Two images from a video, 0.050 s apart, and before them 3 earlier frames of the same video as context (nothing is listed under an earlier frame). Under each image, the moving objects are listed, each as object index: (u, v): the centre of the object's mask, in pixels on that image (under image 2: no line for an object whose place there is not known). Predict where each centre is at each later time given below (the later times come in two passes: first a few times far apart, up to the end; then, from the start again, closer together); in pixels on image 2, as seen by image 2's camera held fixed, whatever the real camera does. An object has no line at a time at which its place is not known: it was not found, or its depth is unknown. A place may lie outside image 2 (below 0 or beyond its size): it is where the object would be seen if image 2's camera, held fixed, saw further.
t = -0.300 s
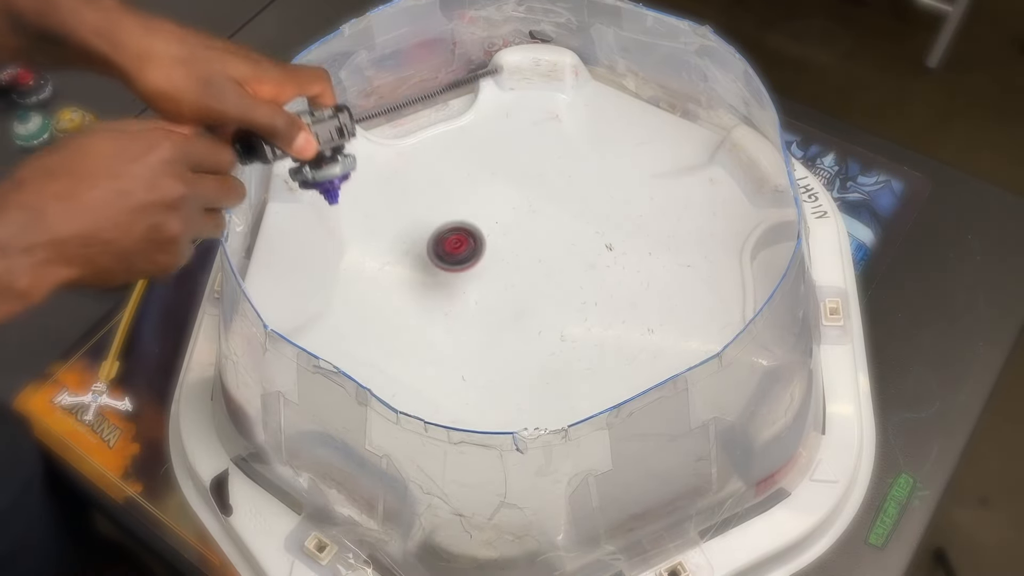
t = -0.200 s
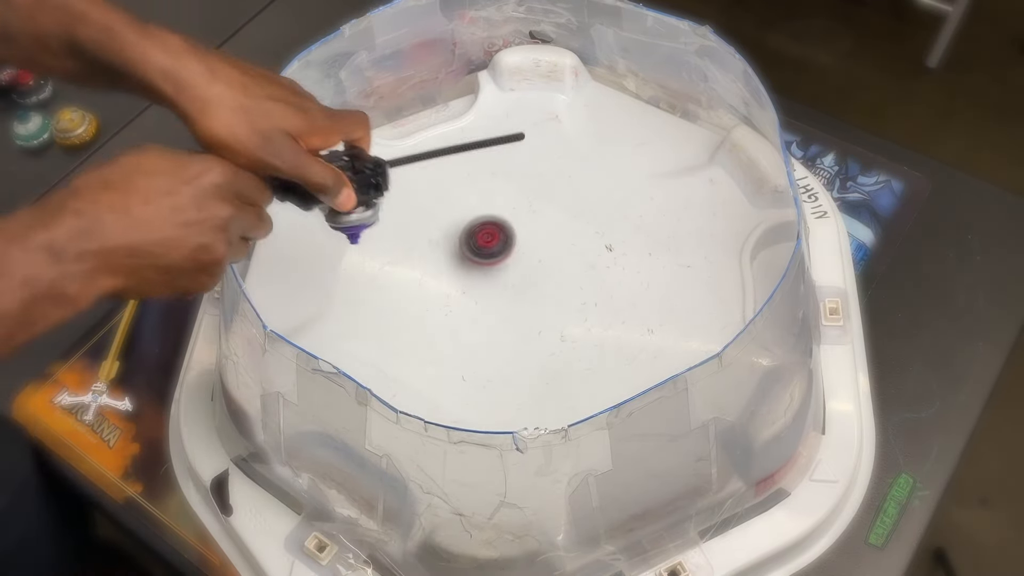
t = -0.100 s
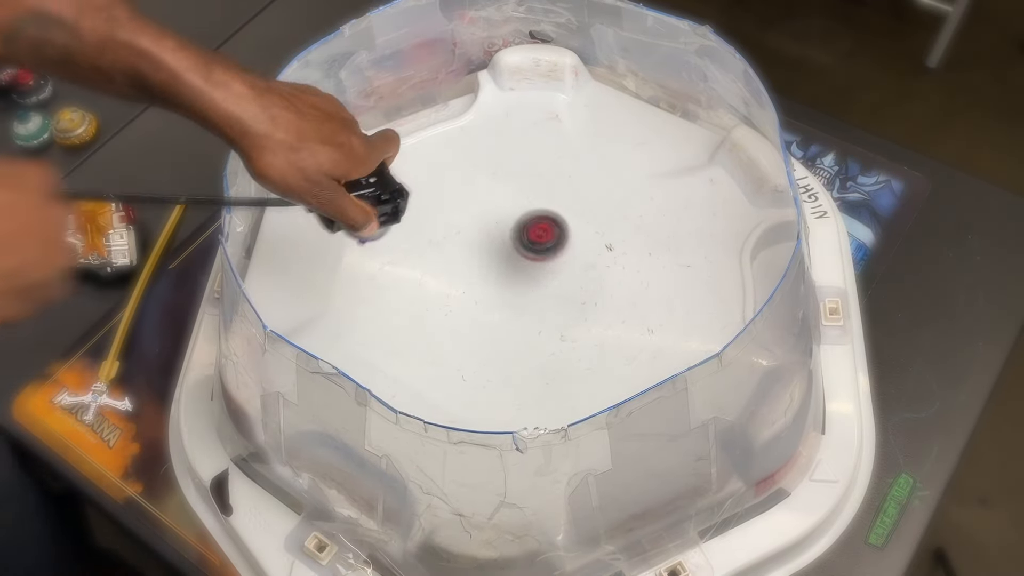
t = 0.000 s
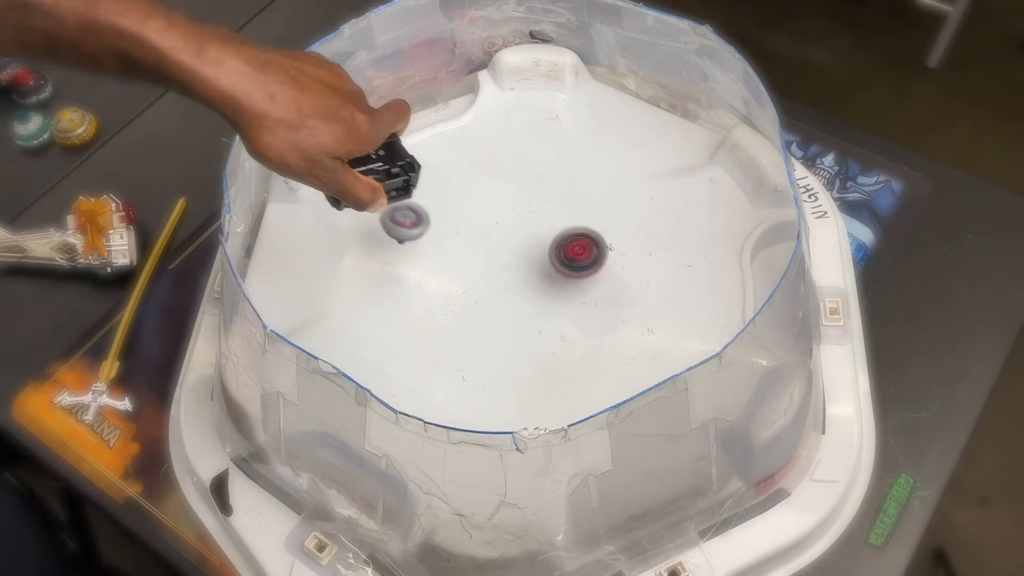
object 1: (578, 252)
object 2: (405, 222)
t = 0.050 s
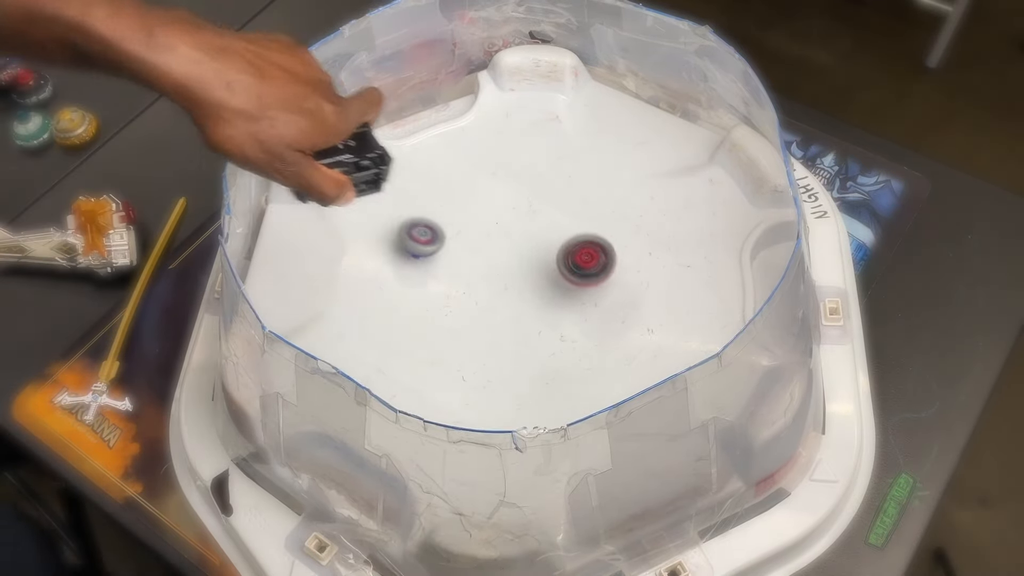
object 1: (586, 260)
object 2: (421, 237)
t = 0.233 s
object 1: (560, 295)
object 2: (513, 244)
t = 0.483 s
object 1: (444, 298)
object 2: (610, 289)
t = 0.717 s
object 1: (463, 270)
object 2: (565, 302)
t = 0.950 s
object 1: (322, 169)
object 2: (763, 285)
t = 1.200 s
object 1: (402, 188)
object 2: (637, 274)
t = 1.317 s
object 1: (491, 244)
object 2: (546, 257)
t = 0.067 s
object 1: (589, 265)
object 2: (428, 233)
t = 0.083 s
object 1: (592, 274)
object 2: (435, 231)
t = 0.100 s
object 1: (592, 280)
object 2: (442, 230)
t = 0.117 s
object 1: (589, 275)
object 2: (450, 231)
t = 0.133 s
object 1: (585, 273)
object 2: (458, 234)
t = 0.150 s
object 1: (580, 272)
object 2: (467, 236)
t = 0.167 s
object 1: (577, 273)
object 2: (476, 236)
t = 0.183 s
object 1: (572, 276)
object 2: (485, 237)
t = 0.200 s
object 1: (568, 280)
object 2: (494, 240)
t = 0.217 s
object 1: (564, 287)
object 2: (504, 243)
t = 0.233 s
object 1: (560, 295)
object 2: (513, 244)
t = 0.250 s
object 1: (554, 299)
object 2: (522, 247)
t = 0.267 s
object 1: (546, 300)
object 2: (532, 251)
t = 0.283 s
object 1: (538, 302)
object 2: (540, 252)
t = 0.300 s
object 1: (529, 306)
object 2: (549, 254)
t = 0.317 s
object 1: (519, 312)
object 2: (557, 258)
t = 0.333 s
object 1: (511, 314)
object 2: (565, 263)
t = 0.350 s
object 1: (501, 315)
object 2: (572, 264)
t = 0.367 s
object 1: (492, 315)
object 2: (578, 267)
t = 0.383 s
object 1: (484, 310)
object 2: (585, 272)
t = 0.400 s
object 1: (476, 306)
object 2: (591, 274)
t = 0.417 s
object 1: (469, 304)
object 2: (596, 278)
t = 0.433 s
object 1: (461, 304)
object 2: (600, 281)
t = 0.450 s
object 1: (454, 305)
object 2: (604, 284)
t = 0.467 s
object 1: (447, 308)
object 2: (606, 286)
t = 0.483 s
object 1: (444, 298)
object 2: (610, 289)
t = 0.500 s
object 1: (441, 290)
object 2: (611, 291)
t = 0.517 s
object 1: (438, 284)
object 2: (611, 293)
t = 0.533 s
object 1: (436, 280)
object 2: (611, 295)
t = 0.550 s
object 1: (434, 277)
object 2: (610, 298)
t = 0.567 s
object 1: (433, 276)
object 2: (609, 299)
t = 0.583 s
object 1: (432, 277)
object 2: (605, 301)
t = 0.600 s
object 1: (431, 279)
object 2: (602, 302)
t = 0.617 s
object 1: (430, 283)
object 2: (598, 303)
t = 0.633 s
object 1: (435, 277)
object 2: (595, 303)
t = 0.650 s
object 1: (440, 272)
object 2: (590, 303)
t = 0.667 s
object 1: (445, 269)
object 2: (584, 303)
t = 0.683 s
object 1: (451, 268)
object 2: (578, 302)
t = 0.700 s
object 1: (457, 268)
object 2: (571, 303)
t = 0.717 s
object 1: (463, 270)
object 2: (565, 302)
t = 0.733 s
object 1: (469, 273)
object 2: (558, 300)
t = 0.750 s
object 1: (476, 279)
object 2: (551, 298)
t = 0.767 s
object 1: (482, 275)
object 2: (543, 296)
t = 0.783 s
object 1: (483, 272)
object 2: (542, 296)
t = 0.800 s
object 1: (461, 264)
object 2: (568, 299)
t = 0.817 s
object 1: (441, 252)
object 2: (594, 301)
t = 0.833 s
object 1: (422, 239)
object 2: (619, 303)
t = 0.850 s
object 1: (405, 227)
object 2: (643, 303)
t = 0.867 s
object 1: (389, 215)
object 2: (667, 302)
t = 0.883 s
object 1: (373, 206)
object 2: (692, 301)
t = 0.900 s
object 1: (358, 198)
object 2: (714, 301)
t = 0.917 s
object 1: (345, 187)
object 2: (736, 298)
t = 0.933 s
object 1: (332, 178)
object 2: (752, 293)
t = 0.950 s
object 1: (322, 169)
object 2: (763, 285)
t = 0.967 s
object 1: (321, 160)
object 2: (768, 279)
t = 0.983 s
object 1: (320, 153)
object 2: (768, 279)
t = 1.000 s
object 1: (322, 148)
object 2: (766, 279)
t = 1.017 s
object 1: (323, 144)
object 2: (761, 280)
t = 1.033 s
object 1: (325, 144)
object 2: (757, 284)
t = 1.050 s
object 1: (328, 144)
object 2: (749, 286)
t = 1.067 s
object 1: (331, 148)
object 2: (740, 287)
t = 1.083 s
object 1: (335, 152)
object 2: (729, 286)
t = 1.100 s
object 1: (339, 157)
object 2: (717, 285)
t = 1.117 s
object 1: (348, 161)
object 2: (706, 284)
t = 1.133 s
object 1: (358, 164)
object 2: (692, 282)
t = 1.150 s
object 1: (367, 168)
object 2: (679, 280)
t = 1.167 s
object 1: (378, 176)
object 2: (664, 277)
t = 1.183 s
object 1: (390, 183)
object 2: (651, 276)
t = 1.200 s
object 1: (402, 188)
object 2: (637, 274)
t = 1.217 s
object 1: (415, 196)
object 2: (623, 272)
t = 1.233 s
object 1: (429, 205)
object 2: (606, 269)
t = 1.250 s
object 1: (444, 213)
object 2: (591, 266)
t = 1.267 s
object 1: (459, 223)
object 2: (575, 264)
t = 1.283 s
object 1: (476, 235)
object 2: (562, 260)
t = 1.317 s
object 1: (491, 244)
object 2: (546, 257)
